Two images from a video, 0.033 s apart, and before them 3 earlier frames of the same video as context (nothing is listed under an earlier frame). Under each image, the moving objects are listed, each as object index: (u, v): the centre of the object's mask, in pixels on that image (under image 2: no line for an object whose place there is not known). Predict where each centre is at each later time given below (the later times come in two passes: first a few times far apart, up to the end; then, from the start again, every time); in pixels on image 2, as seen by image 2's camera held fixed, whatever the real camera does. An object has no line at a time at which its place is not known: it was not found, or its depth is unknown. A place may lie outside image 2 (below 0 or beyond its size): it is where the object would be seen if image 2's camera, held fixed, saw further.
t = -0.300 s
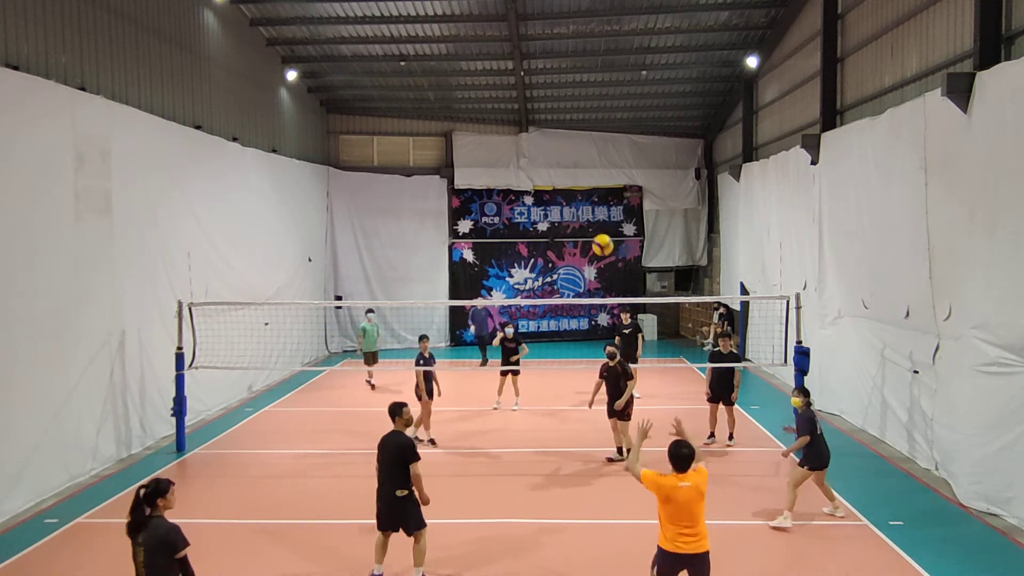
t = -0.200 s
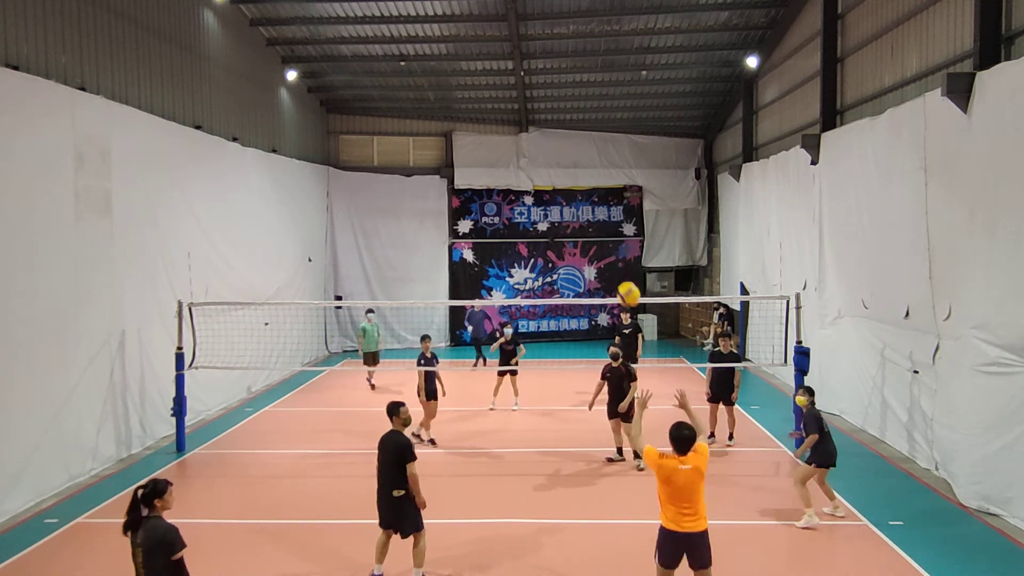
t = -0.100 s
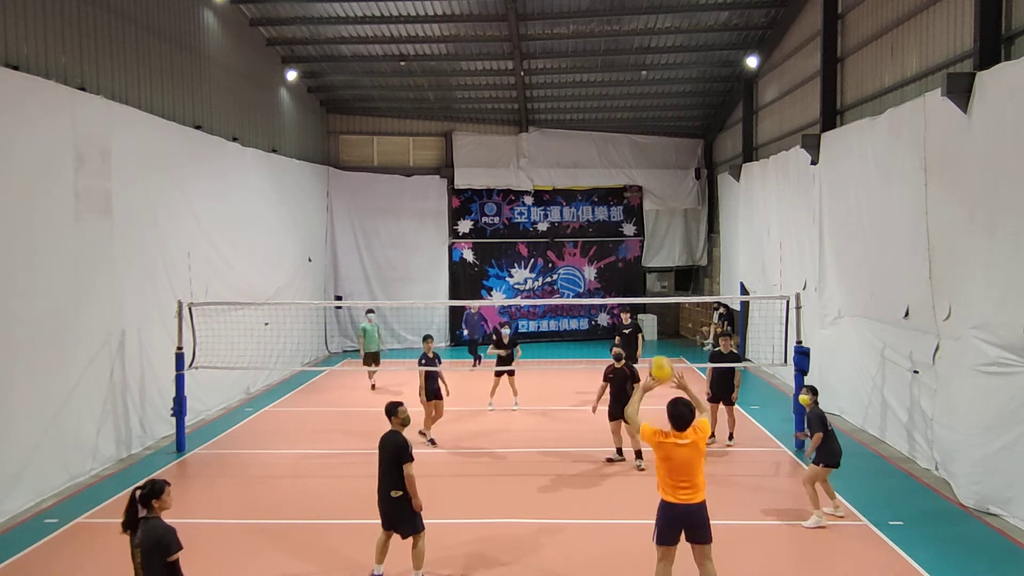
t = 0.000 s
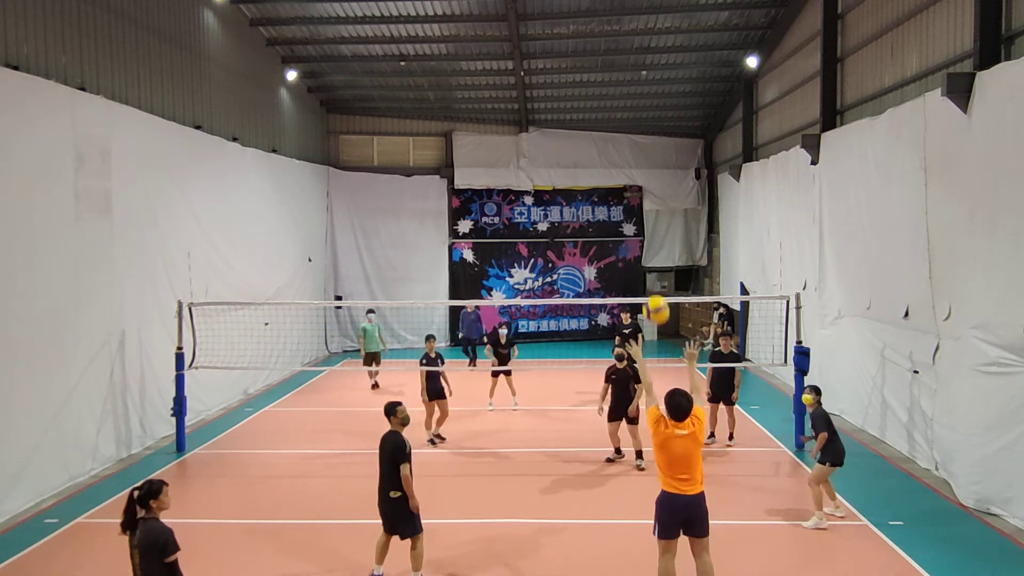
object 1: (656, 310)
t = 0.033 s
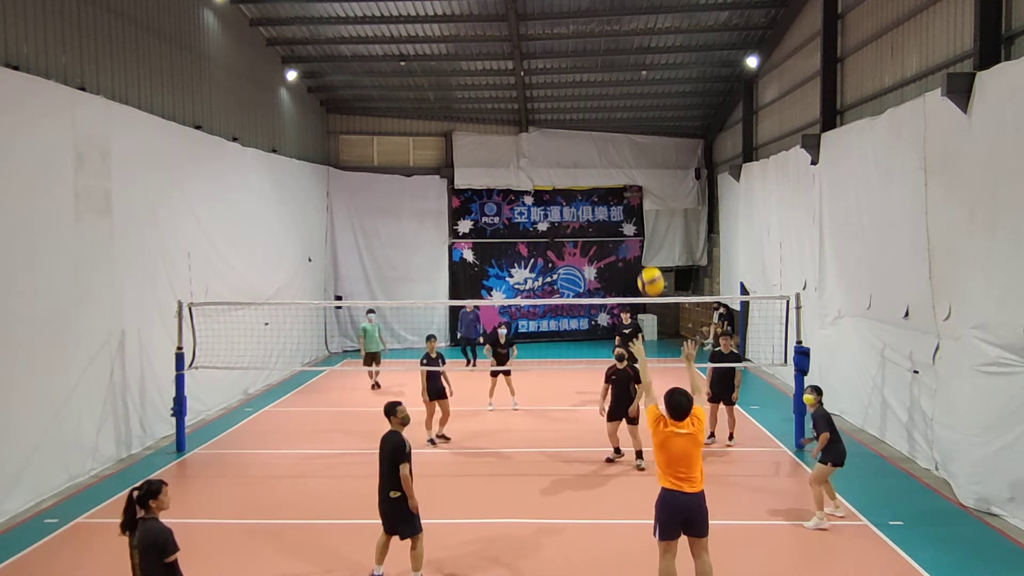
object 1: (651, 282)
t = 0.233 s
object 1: (624, 151)
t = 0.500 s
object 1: (594, 71)
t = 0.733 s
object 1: (572, 67)
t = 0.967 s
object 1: (554, 112)
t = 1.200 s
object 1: (539, 194)
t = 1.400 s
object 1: (529, 288)
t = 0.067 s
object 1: (645, 255)
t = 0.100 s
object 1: (641, 230)
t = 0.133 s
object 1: (636, 208)
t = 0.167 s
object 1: (632, 188)
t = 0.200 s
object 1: (628, 168)
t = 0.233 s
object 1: (624, 151)
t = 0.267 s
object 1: (620, 136)
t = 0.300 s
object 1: (615, 122)
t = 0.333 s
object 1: (612, 110)
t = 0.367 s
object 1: (608, 100)
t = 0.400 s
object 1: (604, 91)
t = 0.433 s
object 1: (601, 83)
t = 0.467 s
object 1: (597, 76)
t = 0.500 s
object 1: (594, 71)
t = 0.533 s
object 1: (591, 67)
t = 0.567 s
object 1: (587, 64)
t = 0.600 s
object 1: (584, 63)
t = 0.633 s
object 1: (581, 62)
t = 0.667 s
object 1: (578, 63)
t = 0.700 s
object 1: (575, 65)
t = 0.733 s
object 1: (572, 67)
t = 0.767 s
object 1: (569, 71)
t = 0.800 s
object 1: (566, 76)
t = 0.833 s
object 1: (564, 81)
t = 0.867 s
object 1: (561, 88)
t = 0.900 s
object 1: (559, 95)
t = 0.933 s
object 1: (556, 103)
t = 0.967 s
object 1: (554, 112)
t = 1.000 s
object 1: (551, 121)
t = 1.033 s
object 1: (549, 131)
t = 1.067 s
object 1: (547, 142)
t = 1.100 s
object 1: (545, 154)
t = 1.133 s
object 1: (543, 166)
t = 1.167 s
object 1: (541, 180)
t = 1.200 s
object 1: (539, 194)
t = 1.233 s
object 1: (537, 207)
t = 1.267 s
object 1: (536, 223)
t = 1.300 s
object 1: (534, 239)
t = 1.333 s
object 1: (532, 254)
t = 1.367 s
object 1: (531, 270)
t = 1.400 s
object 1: (529, 288)
